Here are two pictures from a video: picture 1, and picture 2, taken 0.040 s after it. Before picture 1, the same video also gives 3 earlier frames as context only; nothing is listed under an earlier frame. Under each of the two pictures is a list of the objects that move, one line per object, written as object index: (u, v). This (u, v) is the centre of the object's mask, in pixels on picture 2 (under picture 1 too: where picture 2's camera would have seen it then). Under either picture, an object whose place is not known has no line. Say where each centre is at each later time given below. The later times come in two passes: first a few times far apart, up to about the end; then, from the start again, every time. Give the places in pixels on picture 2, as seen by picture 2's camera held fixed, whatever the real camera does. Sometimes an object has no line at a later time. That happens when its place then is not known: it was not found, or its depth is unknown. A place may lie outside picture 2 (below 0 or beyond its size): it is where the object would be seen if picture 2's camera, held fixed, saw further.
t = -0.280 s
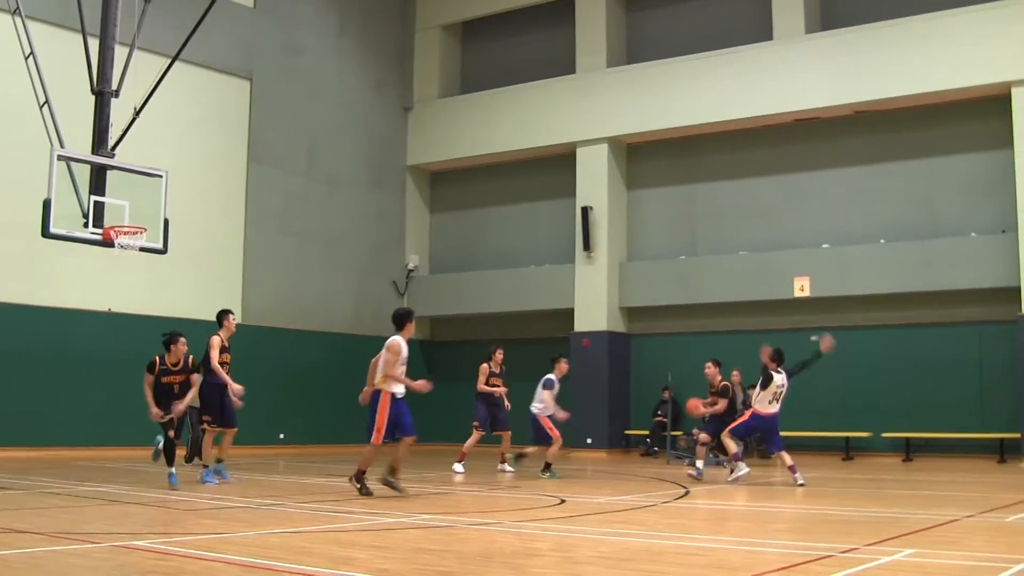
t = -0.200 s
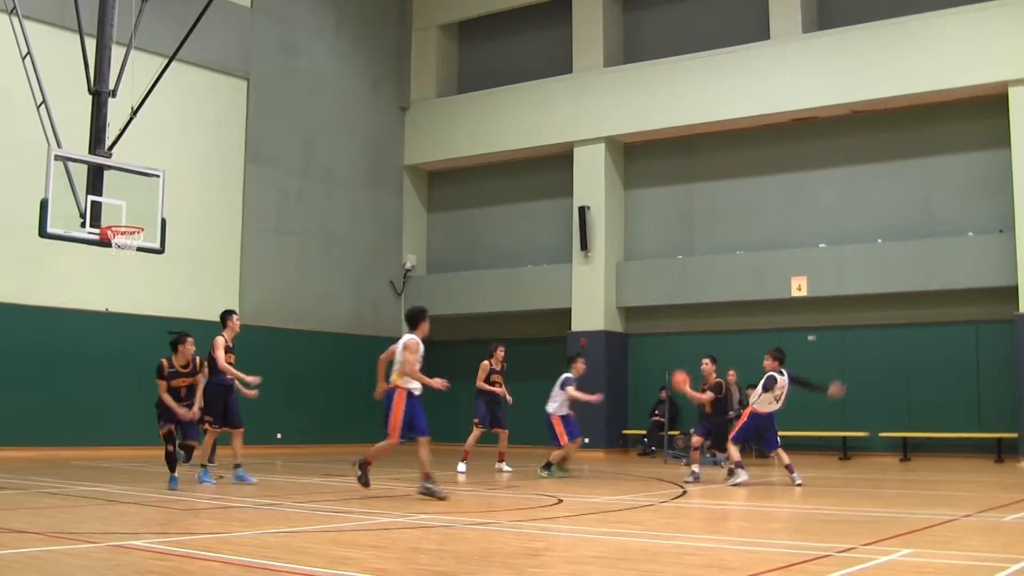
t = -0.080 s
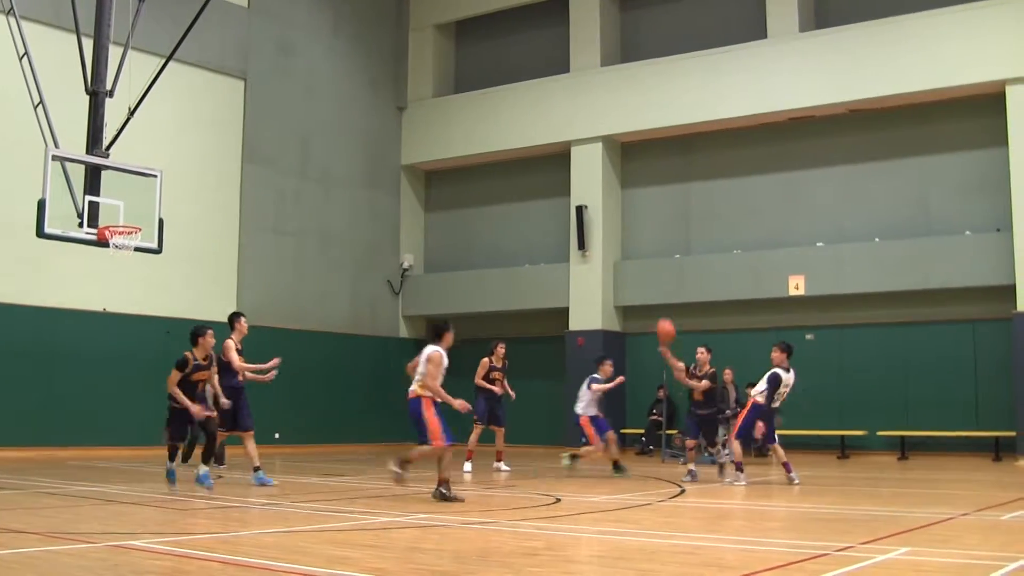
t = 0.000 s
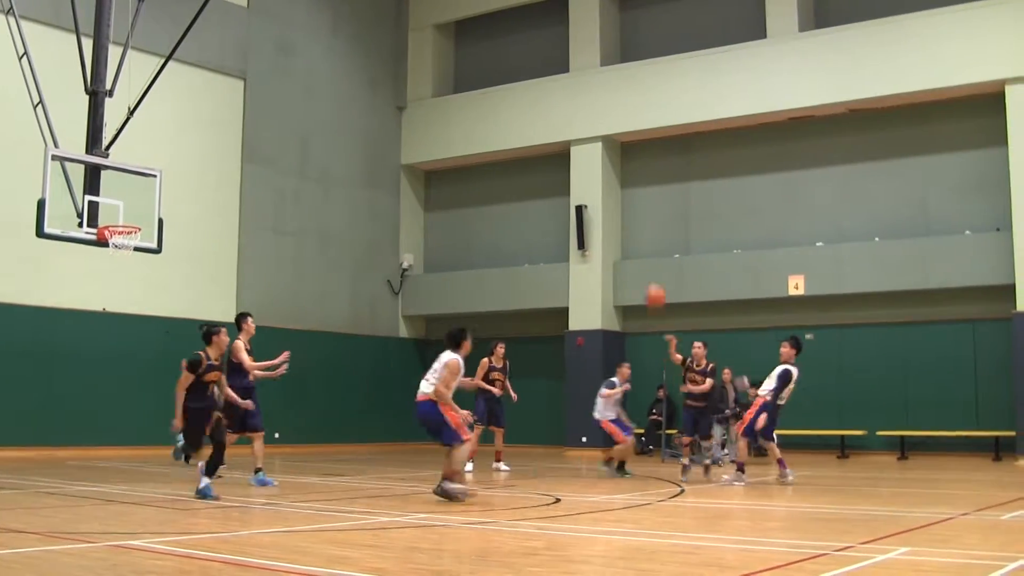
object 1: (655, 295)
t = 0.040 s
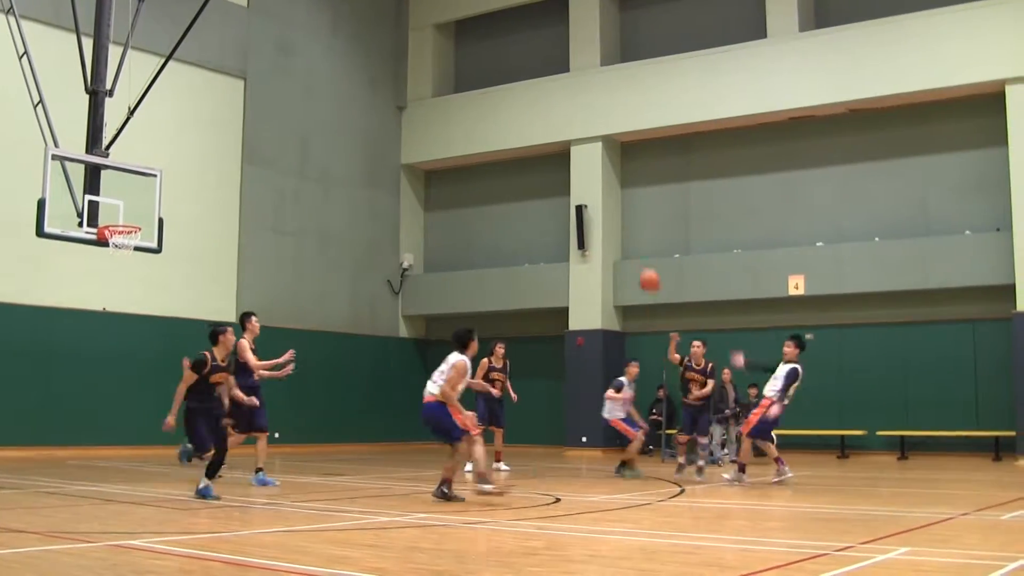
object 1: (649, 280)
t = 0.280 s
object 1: (613, 199)
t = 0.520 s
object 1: (567, 154)
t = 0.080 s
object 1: (644, 264)
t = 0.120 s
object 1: (637, 249)
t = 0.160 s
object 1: (632, 235)
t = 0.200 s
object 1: (626, 223)
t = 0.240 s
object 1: (620, 210)
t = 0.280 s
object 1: (613, 199)
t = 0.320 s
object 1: (606, 188)
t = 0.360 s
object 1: (599, 180)
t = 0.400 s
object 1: (592, 172)
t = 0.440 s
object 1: (584, 164)
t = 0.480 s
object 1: (575, 158)
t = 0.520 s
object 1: (567, 154)
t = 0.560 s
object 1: (559, 152)
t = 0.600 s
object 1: (550, 149)
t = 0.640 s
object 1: (540, 150)
